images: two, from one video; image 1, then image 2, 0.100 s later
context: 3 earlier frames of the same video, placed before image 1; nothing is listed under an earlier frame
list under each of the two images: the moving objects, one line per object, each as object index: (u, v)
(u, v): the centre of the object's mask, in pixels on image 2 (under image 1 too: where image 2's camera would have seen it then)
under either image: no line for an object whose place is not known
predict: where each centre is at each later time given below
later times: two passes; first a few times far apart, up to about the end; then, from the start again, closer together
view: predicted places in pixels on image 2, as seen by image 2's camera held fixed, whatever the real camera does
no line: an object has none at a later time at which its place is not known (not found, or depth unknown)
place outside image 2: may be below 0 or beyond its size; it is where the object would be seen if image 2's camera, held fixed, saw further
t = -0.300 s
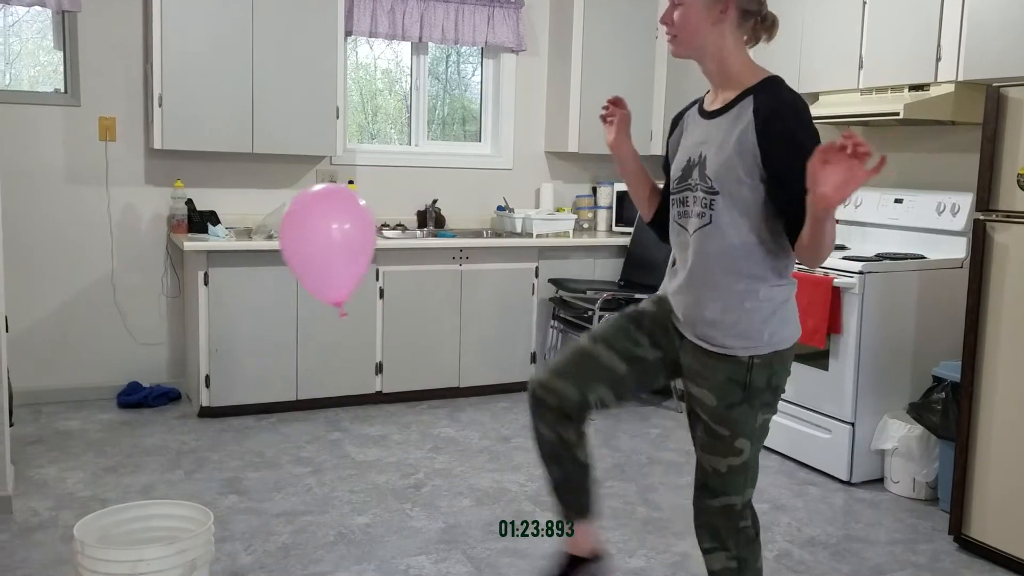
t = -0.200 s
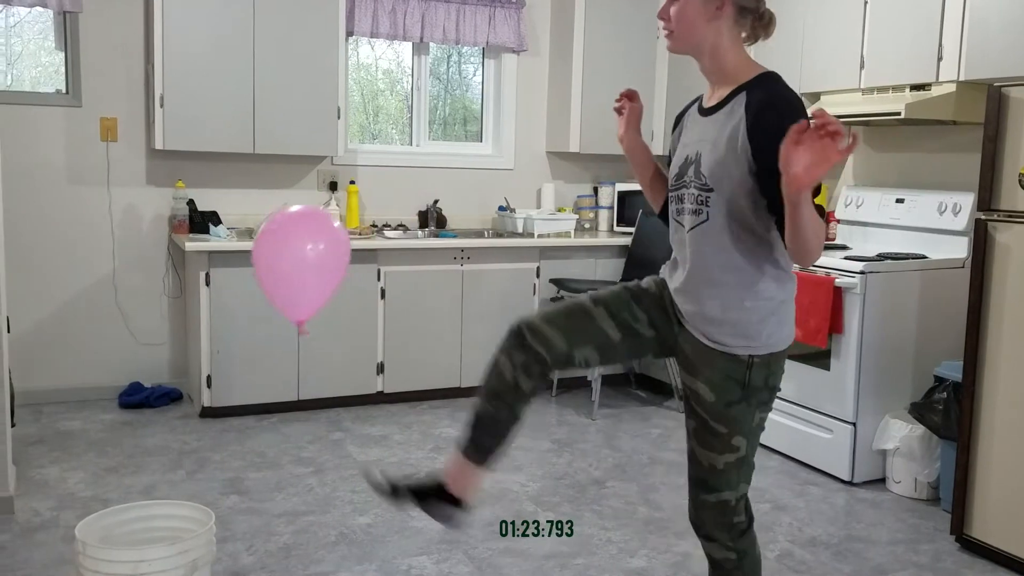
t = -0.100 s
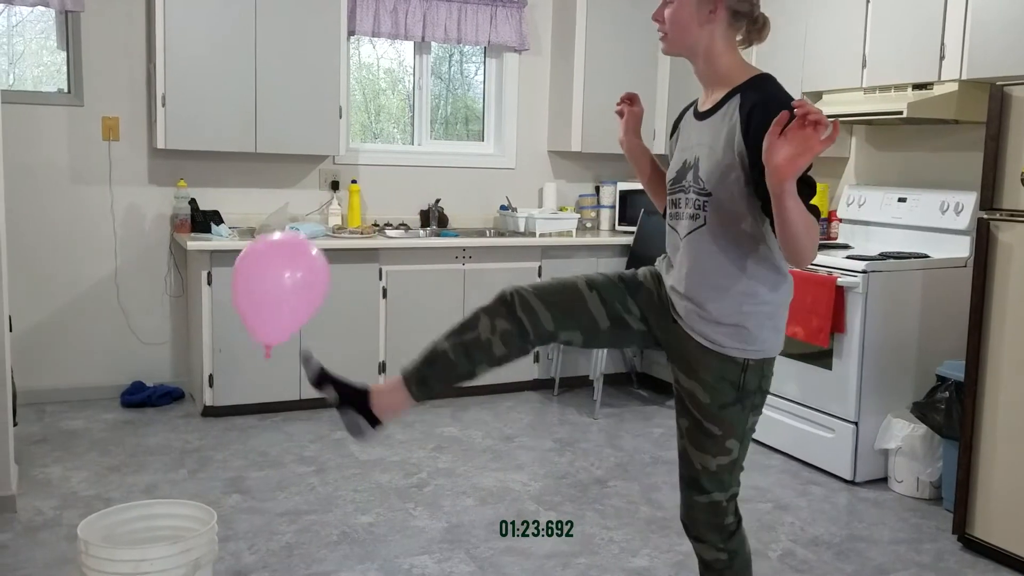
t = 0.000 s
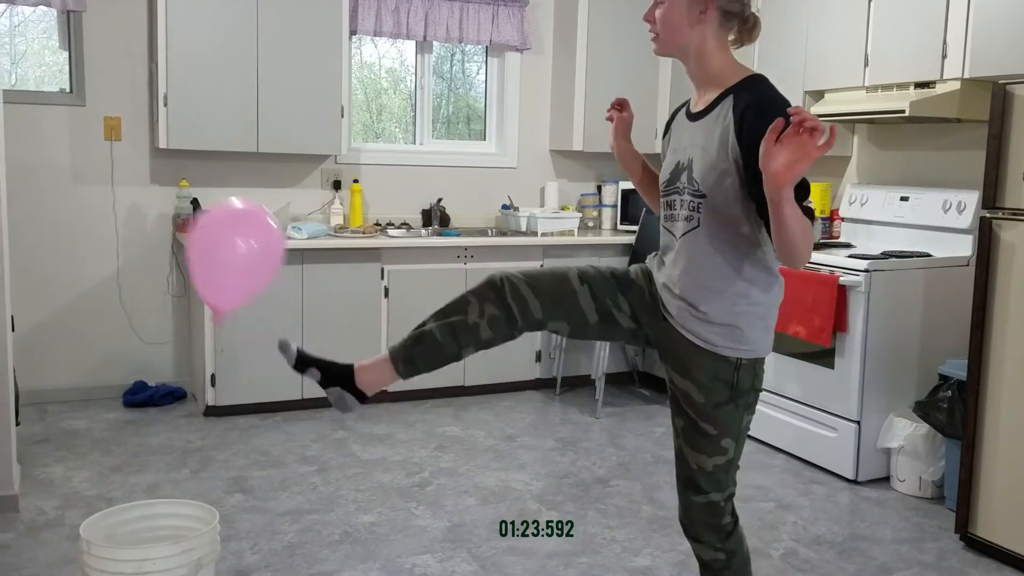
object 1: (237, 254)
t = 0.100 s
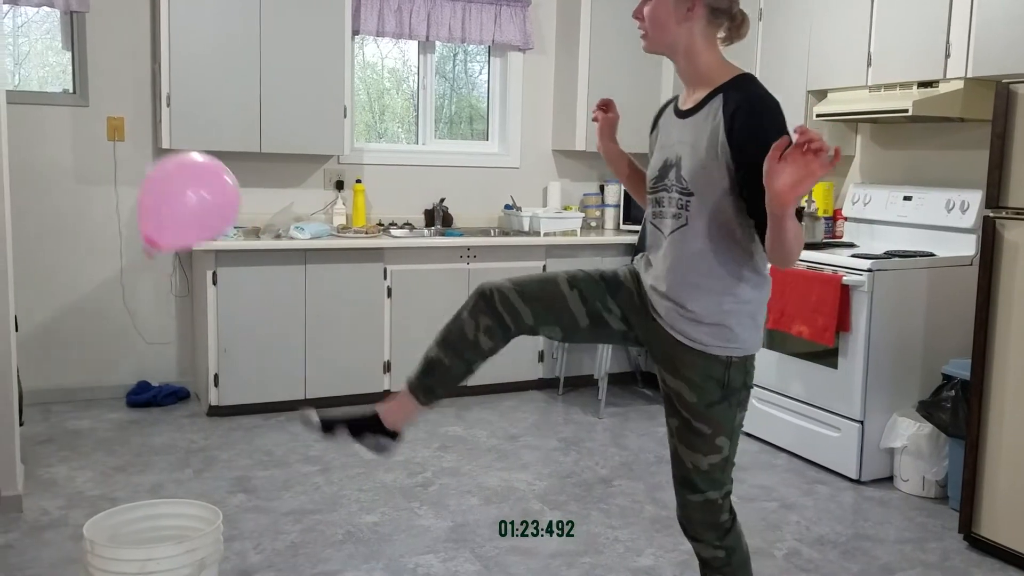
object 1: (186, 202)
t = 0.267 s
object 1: (125, 148)
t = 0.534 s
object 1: (61, 124)
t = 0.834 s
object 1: (34, 155)
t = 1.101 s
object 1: (48, 221)
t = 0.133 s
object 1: (172, 188)
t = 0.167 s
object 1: (159, 176)
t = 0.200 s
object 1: (147, 165)
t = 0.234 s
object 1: (136, 156)
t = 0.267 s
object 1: (125, 148)
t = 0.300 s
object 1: (116, 141)
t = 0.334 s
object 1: (106, 135)
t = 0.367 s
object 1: (98, 130)
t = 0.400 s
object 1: (90, 127)
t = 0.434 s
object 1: (82, 125)
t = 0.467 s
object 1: (75, 124)
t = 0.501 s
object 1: (68, 123)
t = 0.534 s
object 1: (61, 124)
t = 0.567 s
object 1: (54, 125)
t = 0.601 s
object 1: (47, 128)
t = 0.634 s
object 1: (42, 131)
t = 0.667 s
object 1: (37, 134)
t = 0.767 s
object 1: (33, 146)
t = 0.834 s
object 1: (34, 155)
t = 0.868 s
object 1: (35, 160)
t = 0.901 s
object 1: (35, 167)
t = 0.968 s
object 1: (38, 182)
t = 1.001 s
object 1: (41, 191)
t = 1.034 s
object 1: (43, 200)
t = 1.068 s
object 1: (45, 211)
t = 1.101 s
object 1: (48, 221)
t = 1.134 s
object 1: (52, 234)
